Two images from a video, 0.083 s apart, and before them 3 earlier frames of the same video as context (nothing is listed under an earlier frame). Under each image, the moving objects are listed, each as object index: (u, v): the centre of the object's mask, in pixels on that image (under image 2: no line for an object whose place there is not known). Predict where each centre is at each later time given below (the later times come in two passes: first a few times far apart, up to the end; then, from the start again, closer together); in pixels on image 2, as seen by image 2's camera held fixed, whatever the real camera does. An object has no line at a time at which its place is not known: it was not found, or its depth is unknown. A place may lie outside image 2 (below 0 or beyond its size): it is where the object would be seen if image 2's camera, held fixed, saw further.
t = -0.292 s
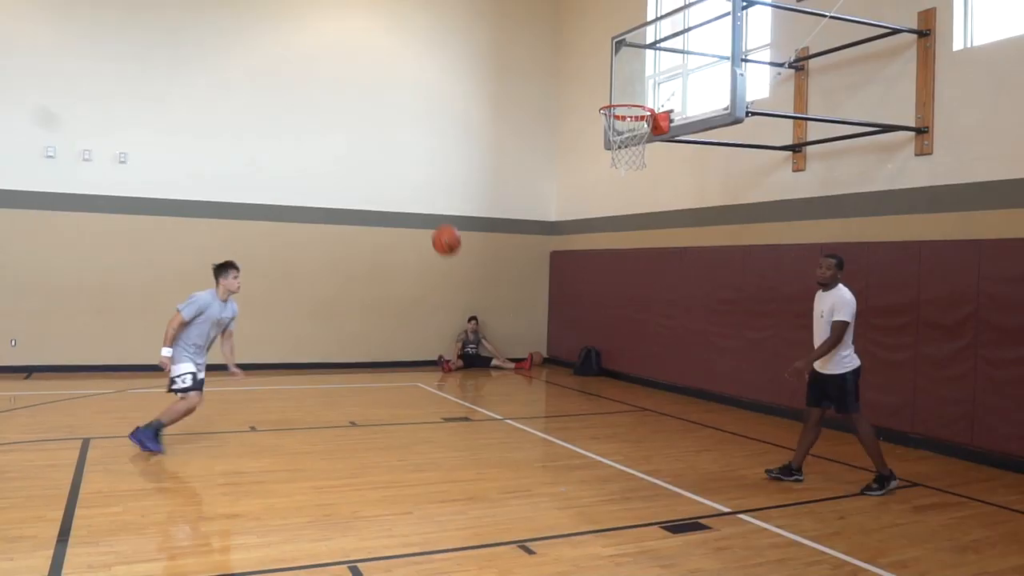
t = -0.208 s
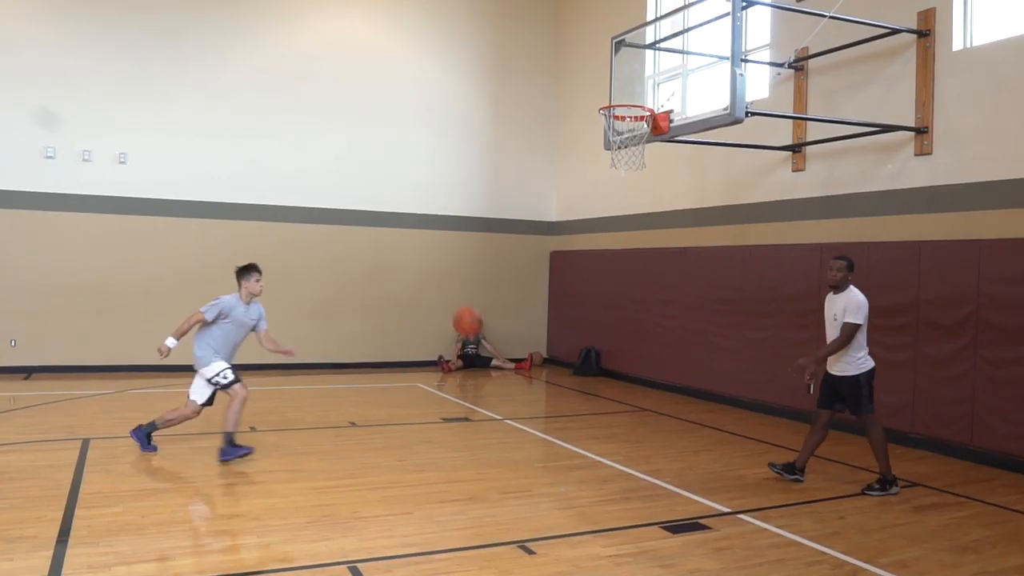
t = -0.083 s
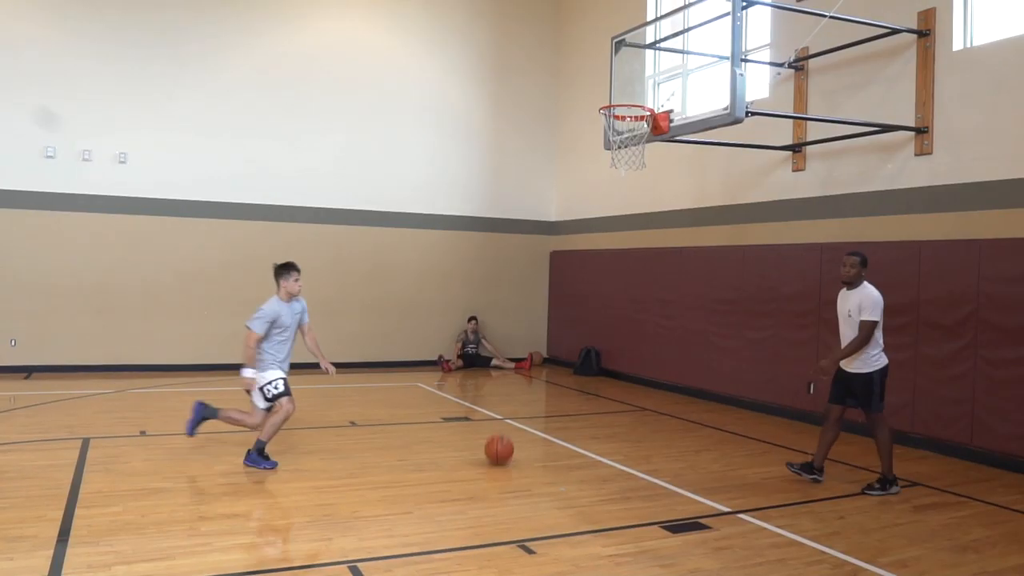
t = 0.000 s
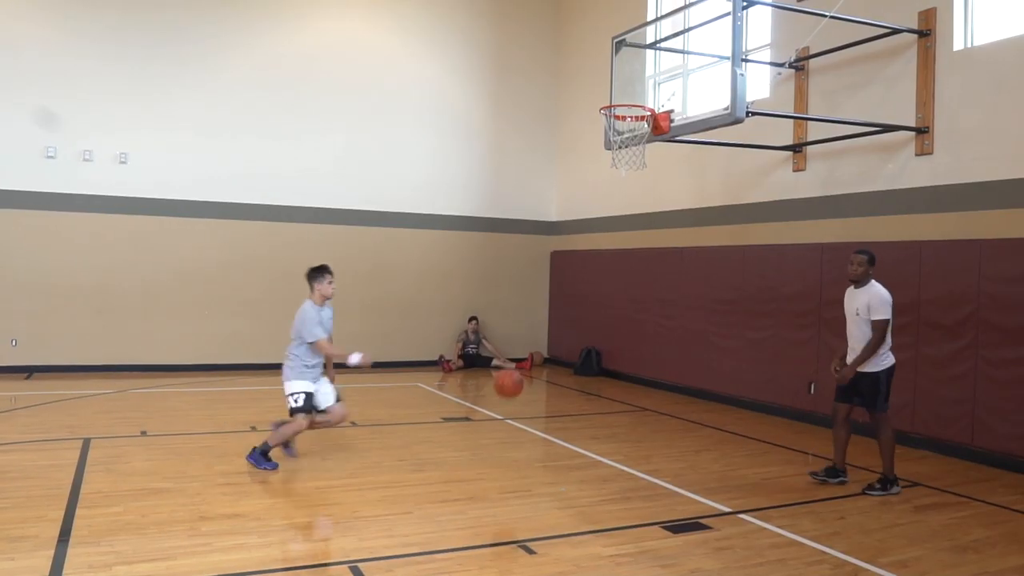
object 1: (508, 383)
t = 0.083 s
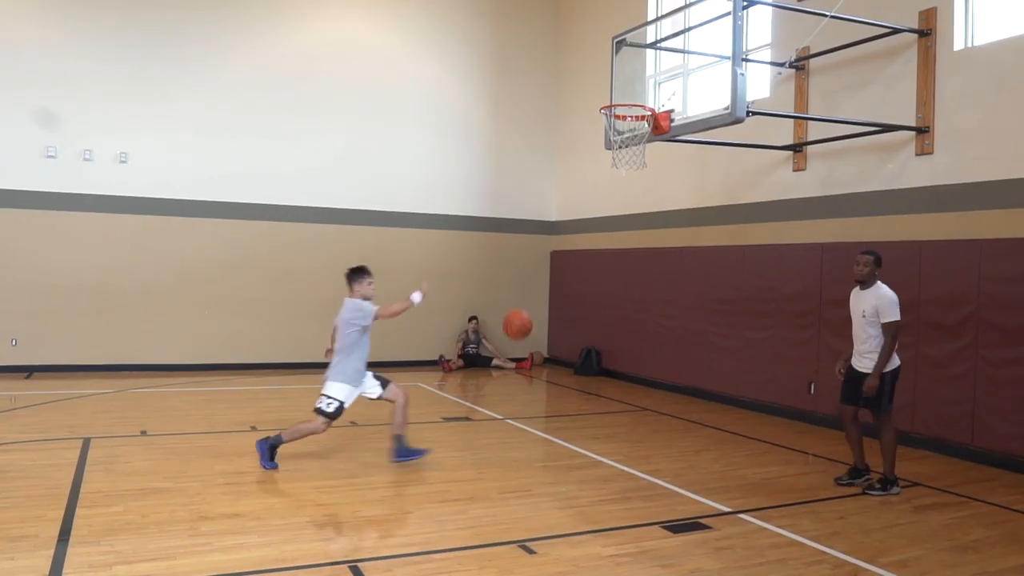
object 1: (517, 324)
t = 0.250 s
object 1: (535, 232)
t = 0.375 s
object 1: (547, 184)
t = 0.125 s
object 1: (522, 298)
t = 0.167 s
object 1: (526, 274)
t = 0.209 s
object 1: (530, 252)
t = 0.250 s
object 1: (535, 232)
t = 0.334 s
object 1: (543, 198)
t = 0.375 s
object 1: (547, 184)
